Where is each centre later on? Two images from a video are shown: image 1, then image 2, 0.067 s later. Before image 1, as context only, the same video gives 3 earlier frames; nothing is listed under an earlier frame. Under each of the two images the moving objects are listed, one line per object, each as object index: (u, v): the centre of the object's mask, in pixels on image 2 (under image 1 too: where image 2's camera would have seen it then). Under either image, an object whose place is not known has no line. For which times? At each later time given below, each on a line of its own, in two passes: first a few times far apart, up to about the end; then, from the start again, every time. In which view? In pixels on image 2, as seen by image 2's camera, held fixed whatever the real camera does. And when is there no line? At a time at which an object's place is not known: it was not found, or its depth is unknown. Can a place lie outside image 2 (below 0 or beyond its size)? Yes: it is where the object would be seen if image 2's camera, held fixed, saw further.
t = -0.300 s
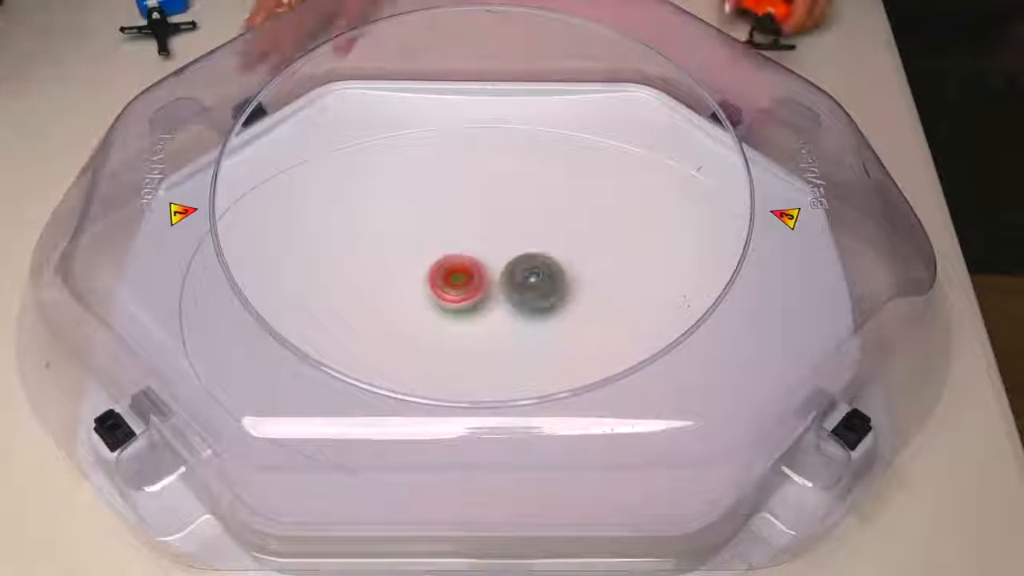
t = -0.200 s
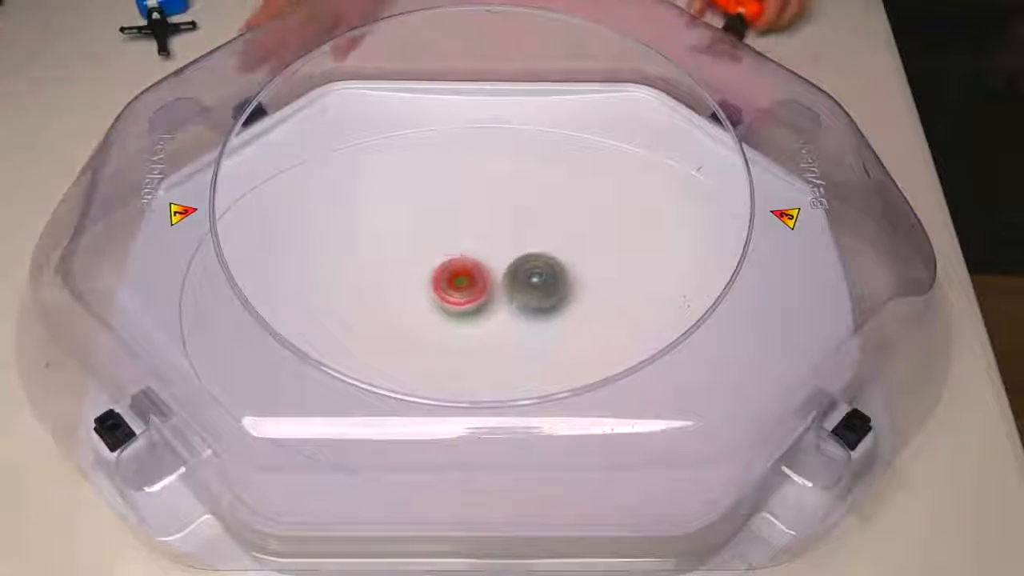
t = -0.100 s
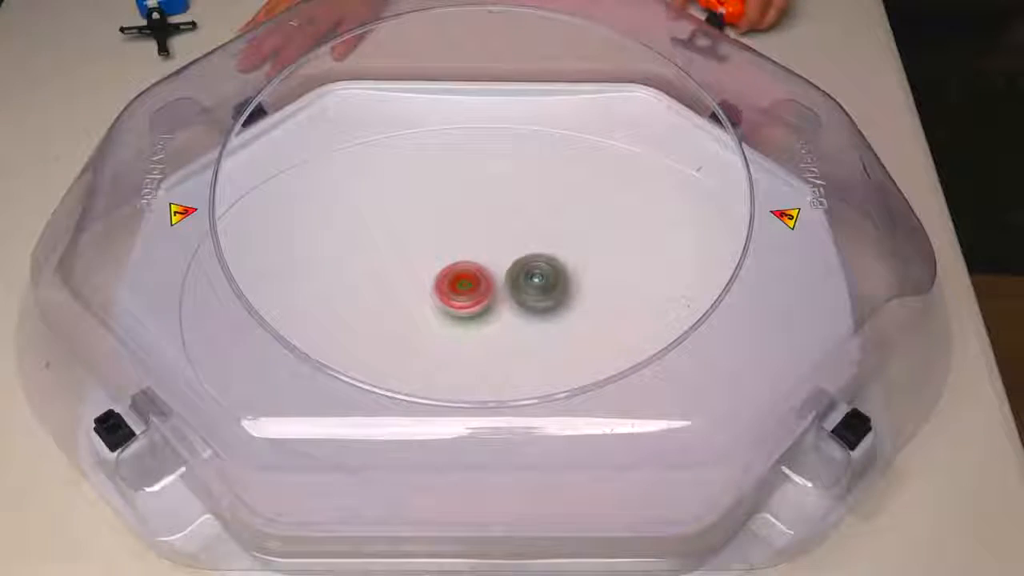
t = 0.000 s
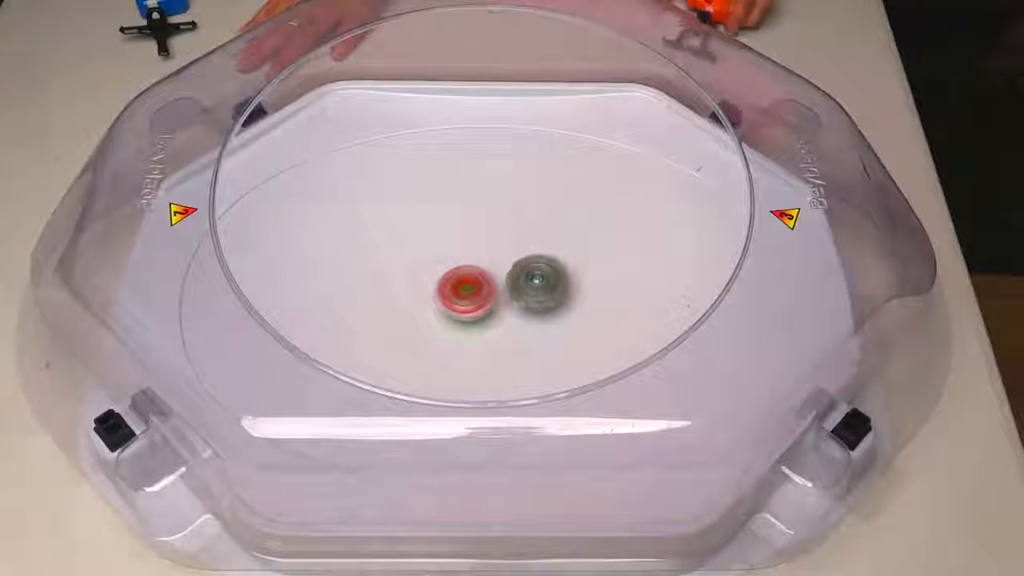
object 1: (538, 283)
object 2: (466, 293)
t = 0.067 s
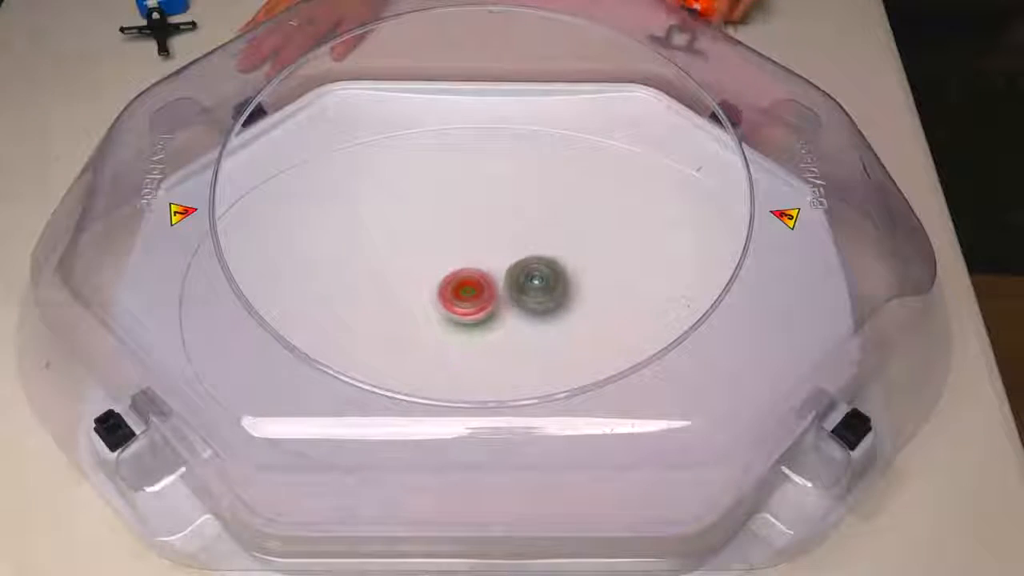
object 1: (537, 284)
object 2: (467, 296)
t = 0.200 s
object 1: (536, 286)
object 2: (467, 301)
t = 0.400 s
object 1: (535, 288)
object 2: (463, 307)
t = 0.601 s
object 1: (528, 290)
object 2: (460, 310)
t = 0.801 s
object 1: (550, 281)
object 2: (429, 310)
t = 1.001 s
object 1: (558, 278)
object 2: (426, 303)
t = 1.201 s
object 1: (558, 280)
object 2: (425, 296)
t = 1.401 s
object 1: (550, 286)
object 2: (427, 288)
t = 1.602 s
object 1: (537, 289)
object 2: (443, 277)
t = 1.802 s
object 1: (527, 289)
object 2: (460, 271)
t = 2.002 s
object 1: (535, 294)
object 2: (465, 269)
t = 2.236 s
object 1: (541, 301)
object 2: (473, 270)
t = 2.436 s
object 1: (542, 306)
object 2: (476, 275)
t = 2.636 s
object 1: (547, 311)
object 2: (471, 276)
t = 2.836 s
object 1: (548, 312)
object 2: (463, 274)
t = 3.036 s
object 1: (539, 308)
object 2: (460, 272)
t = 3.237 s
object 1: (531, 296)
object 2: (460, 270)
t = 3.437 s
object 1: (542, 291)
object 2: (445, 257)
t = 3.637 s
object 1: (586, 300)
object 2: (423, 244)
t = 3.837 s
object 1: (593, 309)
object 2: (417, 239)
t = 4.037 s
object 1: (581, 312)
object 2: (418, 244)
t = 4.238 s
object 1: (559, 303)
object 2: (423, 258)
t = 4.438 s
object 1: (538, 281)
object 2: (427, 279)
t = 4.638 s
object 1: (529, 257)
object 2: (427, 299)
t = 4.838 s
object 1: (529, 242)
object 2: (423, 315)
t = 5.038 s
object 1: (532, 244)
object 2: (420, 322)
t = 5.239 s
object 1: (528, 259)
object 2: (423, 320)
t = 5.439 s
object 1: (514, 275)
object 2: (431, 312)
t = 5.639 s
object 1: (517, 282)
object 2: (425, 306)
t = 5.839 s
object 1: (537, 278)
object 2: (418, 301)
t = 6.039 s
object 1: (539, 284)
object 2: (427, 297)
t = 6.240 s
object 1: (532, 290)
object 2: (437, 297)
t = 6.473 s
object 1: (519, 288)
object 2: (450, 302)
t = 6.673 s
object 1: (529, 281)
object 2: (446, 308)
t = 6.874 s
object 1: (532, 279)
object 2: (447, 312)
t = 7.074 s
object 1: (532, 281)
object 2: (453, 311)
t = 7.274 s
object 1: (526, 283)
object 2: (462, 306)
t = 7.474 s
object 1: (538, 278)
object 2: (453, 304)
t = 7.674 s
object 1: (545, 280)
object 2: (453, 298)
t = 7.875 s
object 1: (539, 286)
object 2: (456, 294)
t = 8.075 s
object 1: (533, 288)
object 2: (463, 291)
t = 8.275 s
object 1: (542, 290)
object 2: (458, 287)
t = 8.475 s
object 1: (542, 295)
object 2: (456, 283)
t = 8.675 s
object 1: (534, 297)
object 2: (458, 280)
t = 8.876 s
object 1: (541, 300)
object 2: (452, 271)
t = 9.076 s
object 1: (551, 307)
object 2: (448, 266)
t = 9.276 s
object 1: (544, 308)
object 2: (451, 263)
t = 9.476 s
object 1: (535, 298)
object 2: (456, 268)
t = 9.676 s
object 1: (537, 283)
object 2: (458, 276)
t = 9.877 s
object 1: (545, 277)
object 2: (455, 284)
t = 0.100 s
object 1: (536, 285)
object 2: (467, 297)
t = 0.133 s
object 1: (536, 285)
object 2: (467, 299)
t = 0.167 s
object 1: (535, 286)
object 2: (467, 300)
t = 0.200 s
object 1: (536, 286)
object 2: (467, 301)
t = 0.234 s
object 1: (537, 286)
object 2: (466, 302)
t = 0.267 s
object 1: (536, 286)
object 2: (466, 303)
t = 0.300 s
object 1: (536, 287)
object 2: (465, 305)
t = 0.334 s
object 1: (535, 287)
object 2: (464, 306)
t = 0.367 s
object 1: (534, 288)
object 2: (464, 306)
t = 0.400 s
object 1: (535, 288)
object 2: (463, 307)
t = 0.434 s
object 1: (534, 289)
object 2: (462, 308)
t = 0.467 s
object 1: (533, 289)
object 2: (462, 309)
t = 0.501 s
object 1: (532, 289)
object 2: (461, 309)
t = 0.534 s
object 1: (531, 289)
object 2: (460, 310)
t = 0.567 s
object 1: (530, 290)
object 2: (460, 310)
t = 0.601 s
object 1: (528, 290)
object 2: (460, 310)
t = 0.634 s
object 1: (526, 290)
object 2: (459, 311)
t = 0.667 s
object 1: (524, 289)
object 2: (459, 311)
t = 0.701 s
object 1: (532, 287)
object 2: (447, 312)
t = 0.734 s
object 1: (540, 285)
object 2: (438, 312)
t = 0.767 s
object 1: (546, 283)
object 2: (433, 311)
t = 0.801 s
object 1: (550, 281)
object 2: (429, 310)
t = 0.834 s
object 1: (552, 279)
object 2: (427, 309)
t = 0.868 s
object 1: (553, 279)
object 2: (425, 308)
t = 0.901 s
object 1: (556, 278)
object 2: (424, 307)
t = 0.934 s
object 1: (557, 279)
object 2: (425, 305)
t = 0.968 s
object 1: (558, 279)
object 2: (426, 304)
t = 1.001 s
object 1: (558, 278)
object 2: (426, 303)
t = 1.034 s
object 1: (558, 278)
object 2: (426, 302)
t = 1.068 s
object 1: (558, 279)
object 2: (426, 301)
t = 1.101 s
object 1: (559, 279)
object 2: (426, 300)
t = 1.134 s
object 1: (558, 279)
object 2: (425, 299)
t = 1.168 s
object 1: (558, 279)
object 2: (425, 298)
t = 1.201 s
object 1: (558, 280)
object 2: (425, 296)
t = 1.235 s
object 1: (556, 281)
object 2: (425, 295)
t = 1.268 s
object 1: (556, 281)
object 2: (425, 294)
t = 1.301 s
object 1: (555, 283)
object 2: (425, 293)
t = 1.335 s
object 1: (554, 284)
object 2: (425, 291)
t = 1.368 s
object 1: (553, 285)
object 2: (426, 290)
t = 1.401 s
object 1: (550, 286)
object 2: (427, 288)
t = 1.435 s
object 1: (549, 287)
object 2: (429, 287)
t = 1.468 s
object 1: (547, 288)
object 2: (430, 285)
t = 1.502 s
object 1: (544, 288)
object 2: (434, 283)
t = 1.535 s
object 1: (543, 289)
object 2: (437, 281)
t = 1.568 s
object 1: (541, 289)
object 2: (440, 279)
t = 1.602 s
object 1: (537, 289)
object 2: (443, 277)
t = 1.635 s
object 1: (535, 289)
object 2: (446, 276)
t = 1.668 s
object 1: (532, 290)
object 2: (450, 276)
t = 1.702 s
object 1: (530, 289)
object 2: (454, 276)
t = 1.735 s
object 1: (526, 289)
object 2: (457, 275)
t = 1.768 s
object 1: (526, 289)
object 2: (459, 274)
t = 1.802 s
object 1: (527, 289)
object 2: (460, 271)
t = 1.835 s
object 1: (532, 291)
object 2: (459, 269)
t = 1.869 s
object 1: (533, 292)
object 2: (459, 268)
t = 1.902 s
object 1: (534, 292)
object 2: (461, 268)
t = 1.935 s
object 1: (535, 293)
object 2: (462, 268)
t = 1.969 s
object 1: (535, 293)
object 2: (463, 268)
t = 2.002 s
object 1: (535, 294)
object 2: (465, 269)
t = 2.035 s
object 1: (535, 294)
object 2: (467, 269)
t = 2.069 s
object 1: (534, 295)
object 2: (468, 270)
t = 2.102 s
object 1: (535, 295)
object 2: (471, 271)
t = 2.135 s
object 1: (535, 296)
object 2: (472, 271)
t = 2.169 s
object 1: (537, 298)
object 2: (471, 269)
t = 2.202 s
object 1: (539, 300)
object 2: (472, 270)
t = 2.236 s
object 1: (541, 301)
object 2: (473, 270)
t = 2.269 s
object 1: (542, 302)
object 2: (474, 271)
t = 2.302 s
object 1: (542, 303)
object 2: (475, 271)
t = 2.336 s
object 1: (543, 303)
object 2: (475, 272)
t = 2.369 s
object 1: (543, 304)
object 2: (476, 273)
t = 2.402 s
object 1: (543, 305)
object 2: (476, 274)
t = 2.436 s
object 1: (542, 306)
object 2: (476, 275)
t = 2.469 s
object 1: (542, 306)
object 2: (477, 276)
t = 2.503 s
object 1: (541, 307)
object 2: (477, 277)
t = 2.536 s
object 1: (540, 307)
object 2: (477, 278)
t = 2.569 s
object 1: (540, 307)
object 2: (477, 279)
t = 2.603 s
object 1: (544, 309)
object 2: (473, 277)
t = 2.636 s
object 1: (547, 311)
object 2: (471, 276)
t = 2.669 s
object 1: (548, 312)
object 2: (470, 276)
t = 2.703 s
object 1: (549, 312)
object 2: (468, 275)
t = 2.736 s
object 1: (549, 312)
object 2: (467, 275)
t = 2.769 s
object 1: (549, 312)
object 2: (466, 275)
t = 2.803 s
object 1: (549, 312)
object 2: (465, 275)
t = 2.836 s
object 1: (548, 312)
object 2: (463, 274)
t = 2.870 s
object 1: (546, 312)
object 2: (463, 275)
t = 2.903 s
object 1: (544, 311)
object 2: (462, 274)
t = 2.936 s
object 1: (544, 311)
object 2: (461, 274)
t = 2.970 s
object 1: (542, 310)
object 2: (460, 273)
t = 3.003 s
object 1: (541, 309)
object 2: (460, 273)
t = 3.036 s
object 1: (539, 308)
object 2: (460, 272)
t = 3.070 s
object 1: (539, 306)
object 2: (461, 272)
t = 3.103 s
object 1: (537, 304)
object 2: (460, 272)
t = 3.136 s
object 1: (535, 302)
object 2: (460, 272)
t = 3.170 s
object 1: (534, 300)
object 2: (460, 271)
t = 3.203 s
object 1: (532, 298)
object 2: (460, 271)
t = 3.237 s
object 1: (531, 296)
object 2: (460, 270)
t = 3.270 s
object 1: (529, 293)
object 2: (460, 270)
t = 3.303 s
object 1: (528, 291)
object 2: (460, 269)
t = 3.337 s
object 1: (528, 288)
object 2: (460, 269)
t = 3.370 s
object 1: (526, 286)
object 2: (460, 268)
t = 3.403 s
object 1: (529, 286)
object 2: (456, 265)
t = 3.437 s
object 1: (542, 291)
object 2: (445, 257)
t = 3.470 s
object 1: (554, 296)
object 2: (438, 253)
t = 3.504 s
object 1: (567, 299)
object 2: (433, 250)
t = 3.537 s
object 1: (574, 300)
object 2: (430, 248)
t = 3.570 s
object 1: (579, 299)
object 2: (428, 247)
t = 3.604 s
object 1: (583, 300)
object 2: (425, 245)
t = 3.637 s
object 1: (586, 300)
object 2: (423, 244)
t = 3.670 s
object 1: (588, 301)
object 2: (422, 243)
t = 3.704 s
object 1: (589, 303)
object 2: (420, 242)
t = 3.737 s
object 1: (591, 304)
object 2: (419, 241)
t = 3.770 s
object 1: (591, 306)
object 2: (418, 241)
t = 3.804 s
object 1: (592, 308)
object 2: (417, 239)
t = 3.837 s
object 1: (593, 309)
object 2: (417, 239)
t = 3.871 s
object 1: (593, 310)
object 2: (417, 239)
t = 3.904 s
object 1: (591, 311)
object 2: (417, 239)
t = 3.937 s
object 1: (590, 311)
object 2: (417, 240)
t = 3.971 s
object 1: (587, 311)
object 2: (417, 241)
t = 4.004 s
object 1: (583, 311)
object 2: (418, 242)
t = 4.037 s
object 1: (581, 312)
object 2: (418, 244)
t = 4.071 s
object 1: (577, 311)
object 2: (419, 246)
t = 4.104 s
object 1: (574, 310)
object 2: (420, 248)
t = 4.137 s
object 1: (571, 308)
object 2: (421, 250)
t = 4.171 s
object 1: (566, 305)
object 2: (422, 253)
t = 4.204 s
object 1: (563, 304)
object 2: (423, 255)
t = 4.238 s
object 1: (559, 303)
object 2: (423, 258)
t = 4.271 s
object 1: (554, 299)
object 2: (425, 261)
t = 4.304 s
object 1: (552, 296)
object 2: (425, 265)
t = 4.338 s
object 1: (547, 293)
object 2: (426, 268)
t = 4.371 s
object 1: (543, 289)
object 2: (426, 272)
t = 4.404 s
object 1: (541, 285)
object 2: (427, 276)
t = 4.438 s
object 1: (538, 281)
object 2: (427, 279)
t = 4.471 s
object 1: (536, 276)
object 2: (428, 283)
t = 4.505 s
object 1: (534, 272)
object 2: (428, 286)
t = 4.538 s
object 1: (532, 269)
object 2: (428, 290)
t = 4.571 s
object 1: (531, 264)
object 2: (428, 294)
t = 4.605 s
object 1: (530, 260)
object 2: (428, 296)
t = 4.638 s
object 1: (529, 257)
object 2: (427, 299)
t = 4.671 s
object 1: (529, 252)
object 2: (426, 303)
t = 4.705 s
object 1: (528, 249)
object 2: (426, 306)
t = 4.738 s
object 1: (528, 247)
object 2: (426, 309)
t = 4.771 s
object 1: (528, 244)
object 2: (425, 311)
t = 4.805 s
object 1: (528, 243)
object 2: (424, 313)
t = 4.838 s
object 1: (529, 242)
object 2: (423, 315)
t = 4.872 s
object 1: (529, 241)
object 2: (423, 316)
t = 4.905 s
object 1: (530, 240)
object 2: (422, 318)
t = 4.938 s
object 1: (530, 240)
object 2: (422, 320)
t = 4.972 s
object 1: (531, 242)
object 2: (421, 321)
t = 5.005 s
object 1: (532, 243)
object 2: (420, 321)
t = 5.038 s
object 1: (532, 244)
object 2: (420, 322)
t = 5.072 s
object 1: (532, 247)
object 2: (420, 322)
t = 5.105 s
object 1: (532, 249)
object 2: (420, 322)
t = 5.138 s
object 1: (531, 251)
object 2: (420, 322)
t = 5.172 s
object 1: (531, 254)
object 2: (420, 321)
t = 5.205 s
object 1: (530, 256)
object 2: (422, 320)
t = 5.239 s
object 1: (528, 259)
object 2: (423, 320)
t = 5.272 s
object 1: (526, 263)
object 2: (424, 318)
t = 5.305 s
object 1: (524, 265)
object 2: (425, 317)
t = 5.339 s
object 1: (523, 267)
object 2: (427, 316)
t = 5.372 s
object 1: (520, 271)
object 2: (428, 315)
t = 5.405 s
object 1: (517, 274)
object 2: (430, 313)
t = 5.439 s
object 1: (514, 275)
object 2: (431, 312)
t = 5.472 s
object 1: (510, 278)
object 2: (433, 311)
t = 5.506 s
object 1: (507, 281)
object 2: (436, 310)
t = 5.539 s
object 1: (504, 281)
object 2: (438, 308)
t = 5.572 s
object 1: (500, 282)
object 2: (440, 307)
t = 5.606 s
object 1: (508, 281)
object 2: (434, 307)
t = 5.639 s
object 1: (517, 282)
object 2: (425, 306)
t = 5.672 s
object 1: (527, 281)
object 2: (418, 304)
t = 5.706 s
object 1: (531, 280)
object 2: (417, 302)
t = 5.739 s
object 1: (533, 279)
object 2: (417, 302)
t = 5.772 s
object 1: (535, 279)
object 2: (417, 302)
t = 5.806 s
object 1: (536, 278)
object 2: (418, 301)
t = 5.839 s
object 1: (537, 278)
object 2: (418, 301)
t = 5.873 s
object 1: (539, 279)
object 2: (419, 300)
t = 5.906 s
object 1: (539, 280)
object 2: (420, 299)
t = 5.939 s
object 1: (539, 281)
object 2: (422, 299)
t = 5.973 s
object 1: (540, 282)
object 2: (424, 298)
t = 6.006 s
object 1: (540, 283)
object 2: (425, 297)
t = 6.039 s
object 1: (539, 284)
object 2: (427, 297)
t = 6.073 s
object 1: (538, 286)
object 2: (429, 296)
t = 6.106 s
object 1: (538, 287)
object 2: (430, 296)
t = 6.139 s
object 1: (538, 288)
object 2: (431, 296)
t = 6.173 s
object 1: (535, 288)
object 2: (433, 296)
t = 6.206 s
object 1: (534, 289)
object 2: (435, 296)
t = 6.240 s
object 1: (532, 290)
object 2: (437, 297)
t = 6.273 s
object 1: (530, 290)
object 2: (440, 297)
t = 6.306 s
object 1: (528, 290)
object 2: (442, 298)
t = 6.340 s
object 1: (526, 290)
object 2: (444, 298)
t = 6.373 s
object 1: (524, 289)
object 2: (446, 299)
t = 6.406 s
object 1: (522, 289)
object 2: (449, 300)
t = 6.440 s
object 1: (520, 288)
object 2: (450, 301)
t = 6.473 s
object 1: (519, 288)
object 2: (450, 302)
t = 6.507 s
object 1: (524, 287)
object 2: (446, 302)
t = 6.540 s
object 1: (526, 285)
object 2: (446, 302)
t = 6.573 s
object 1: (526, 284)
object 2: (446, 304)
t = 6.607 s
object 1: (528, 282)
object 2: (446, 306)
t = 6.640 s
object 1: (528, 281)
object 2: (446, 306)
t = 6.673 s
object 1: (529, 281)
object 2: (446, 308)
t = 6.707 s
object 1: (529, 280)
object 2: (446, 309)
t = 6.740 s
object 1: (530, 280)
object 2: (446, 310)
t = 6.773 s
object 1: (531, 280)
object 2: (446, 311)
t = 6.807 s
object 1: (531, 278)
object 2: (446, 311)
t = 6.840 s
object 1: (532, 279)
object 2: (446, 312)
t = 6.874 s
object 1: (532, 279)
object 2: (447, 312)
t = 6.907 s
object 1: (533, 279)
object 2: (447, 313)
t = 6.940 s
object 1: (533, 280)
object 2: (449, 313)
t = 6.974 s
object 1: (533, 280)
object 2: (450, 313)
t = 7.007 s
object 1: (533, 280)
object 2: (451, 313)
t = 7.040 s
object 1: (533, 281)
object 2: (452, 312)
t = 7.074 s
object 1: (532, 281)
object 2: (453, 311)
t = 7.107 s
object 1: (531, 281)
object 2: (454, 310)
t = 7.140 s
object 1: (530, 281)
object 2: (455, 310)
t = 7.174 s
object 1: (529, 282)
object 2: (457, 309)
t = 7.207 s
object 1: (528, 282)
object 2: (459, 308)
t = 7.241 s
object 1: (527, 283)
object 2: (460, 307)
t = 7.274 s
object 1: (526, 283)
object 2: (462, 306)
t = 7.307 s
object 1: (525, 282)
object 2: (462, 306)
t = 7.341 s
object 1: (526, 282)
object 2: (462, 305)
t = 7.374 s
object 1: (532, 280)
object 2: (456, 304)
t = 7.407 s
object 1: (537, 279)
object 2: (454, 304)
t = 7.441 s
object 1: (538, 278)
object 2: (454, 304)
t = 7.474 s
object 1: (538, 278)
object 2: (453, 304)
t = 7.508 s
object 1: (542, 278)
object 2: (453, 303)
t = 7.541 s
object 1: (542, 278)
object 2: (453, 302)
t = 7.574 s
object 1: (543, 278)
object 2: (452, 301)
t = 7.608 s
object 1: (544, 278)
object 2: (452, 300)
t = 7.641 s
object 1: (546, 279)
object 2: (452, 299)
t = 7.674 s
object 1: (545, 280)
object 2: (453, 298)
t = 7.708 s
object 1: (545, 280)
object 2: (453, 298)
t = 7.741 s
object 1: (545, 282)
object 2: (454, 296)
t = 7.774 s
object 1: (544, 283)
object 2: (454, 296)
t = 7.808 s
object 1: (544, 283)
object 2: (455, 295)
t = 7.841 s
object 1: (542, 285)
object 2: (456, 294)
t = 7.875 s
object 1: (539, 286)
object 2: (456, 294)
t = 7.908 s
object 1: (538, 287)
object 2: (457, 293)
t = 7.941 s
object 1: (537, 287)
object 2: (459, 293)
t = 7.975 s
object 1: (535, 287)
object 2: (461, 292)
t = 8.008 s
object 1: (532, 288)
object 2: (461, 292)
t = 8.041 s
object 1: (532, 288)
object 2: (463, 292)
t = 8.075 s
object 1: (533, 288)
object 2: (463, 291)
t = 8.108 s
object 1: (533, 287)
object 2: (464, 290)
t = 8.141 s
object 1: (534, 287)
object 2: (463, 290)
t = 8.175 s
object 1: (538, 288)
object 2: (461, 288)
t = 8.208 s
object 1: (539, 289)
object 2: (460, 287)
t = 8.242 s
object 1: (540, 290)
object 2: (458, 288)
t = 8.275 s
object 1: (542, 290)
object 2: (458, 287)
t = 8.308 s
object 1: (543, 291)
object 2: (457, 287)
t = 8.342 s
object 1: (542, 292)
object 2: (456, 286)
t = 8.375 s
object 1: (543, 293)
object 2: (456, 285)
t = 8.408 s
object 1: (542, 293)
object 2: (456, 285)
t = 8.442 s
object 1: (543, 294)
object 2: (456, 284)
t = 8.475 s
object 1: (542, 295)
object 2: (456, 283)
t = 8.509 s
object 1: (542, 296)
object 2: (456, 283)
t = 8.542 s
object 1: (539, 297)
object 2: (457, 282)
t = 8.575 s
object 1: (538, 297)
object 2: (457, 282)
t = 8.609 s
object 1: (536, 296)
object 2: (457, 282)
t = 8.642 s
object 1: (534, 297)
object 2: (458, 281)
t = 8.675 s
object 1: (534, 297)
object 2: (458, 280)
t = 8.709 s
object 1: (532, 296)
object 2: (460, 281)
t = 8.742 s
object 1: (531, 294)
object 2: (461, 281)
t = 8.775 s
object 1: (529, 294)
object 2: (462, 280)
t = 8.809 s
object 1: (529, 294)
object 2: (461, 279)
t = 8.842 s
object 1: (538, 298)
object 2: (453, 273)
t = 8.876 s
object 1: (541, 300)
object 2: (452, 271)
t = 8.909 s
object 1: (544, 301)
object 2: (452, 271)
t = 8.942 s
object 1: (547, 302)
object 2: (450, 270)
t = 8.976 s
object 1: (549, 302)
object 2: (450, 269)
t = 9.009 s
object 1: (550, 304)
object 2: (449, 268)
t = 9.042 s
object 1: (550, 306)
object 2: (448, 267)
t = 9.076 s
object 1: (551, 307)
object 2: (448, 266)
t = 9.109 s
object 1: (551, 307)
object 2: (448, 265)
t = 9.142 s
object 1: (552, 309)
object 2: (449, 264)
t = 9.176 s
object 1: (550, 309)
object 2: (449, 264)
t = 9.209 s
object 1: (549, 309)
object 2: (450, 264)
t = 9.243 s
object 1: (546, 309)
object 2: (451, 263)
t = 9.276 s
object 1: (544, 308)
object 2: (451, 263)
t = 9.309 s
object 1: (543, 308)
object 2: (452, 264)
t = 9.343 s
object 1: (541, 306)
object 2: (453, 264)
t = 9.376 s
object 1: (540, 304)
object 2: (454, 265)
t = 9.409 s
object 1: (539, 302)
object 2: (454, 266)
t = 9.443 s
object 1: (536, 300)
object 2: (456, 267)
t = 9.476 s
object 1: (535, 298)
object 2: (456, 268)
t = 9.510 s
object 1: (535, 296)
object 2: (456, 269)
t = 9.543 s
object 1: (534, 293)
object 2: (457, 270)
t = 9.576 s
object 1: (535, 291)
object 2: (458, 272)
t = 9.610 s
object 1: (535, 289)
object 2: (458, 273)
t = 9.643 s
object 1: (536, 285)
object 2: (458, 275)
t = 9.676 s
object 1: (537, 283)
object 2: (458, 276)
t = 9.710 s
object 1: (539, 282)
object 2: (457, 278)
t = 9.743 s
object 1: (540, 280)
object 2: (458, 280)
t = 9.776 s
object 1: (542, 279)
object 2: (457, 281)
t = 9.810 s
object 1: (543, 278)
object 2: (456, 282)
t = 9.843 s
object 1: (544, 278)
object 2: (455, 283)
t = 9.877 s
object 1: (545, 277)
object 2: (455, 284)
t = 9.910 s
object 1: (546, 277)
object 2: (453, 285)
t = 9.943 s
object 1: (549, 279)
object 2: (452, 286)
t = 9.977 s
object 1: (550, 280)
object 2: (451, 286)
